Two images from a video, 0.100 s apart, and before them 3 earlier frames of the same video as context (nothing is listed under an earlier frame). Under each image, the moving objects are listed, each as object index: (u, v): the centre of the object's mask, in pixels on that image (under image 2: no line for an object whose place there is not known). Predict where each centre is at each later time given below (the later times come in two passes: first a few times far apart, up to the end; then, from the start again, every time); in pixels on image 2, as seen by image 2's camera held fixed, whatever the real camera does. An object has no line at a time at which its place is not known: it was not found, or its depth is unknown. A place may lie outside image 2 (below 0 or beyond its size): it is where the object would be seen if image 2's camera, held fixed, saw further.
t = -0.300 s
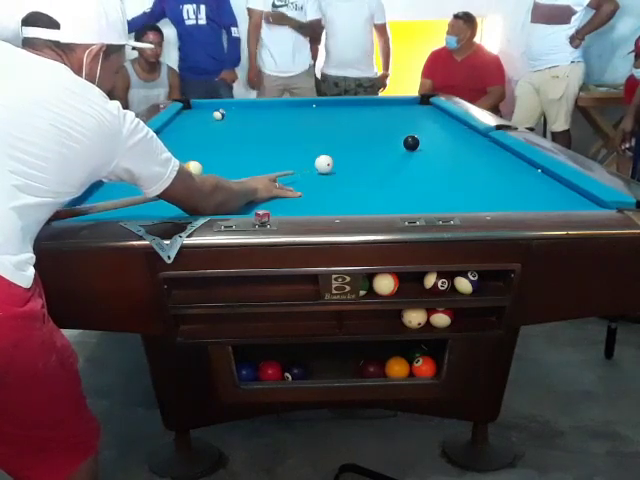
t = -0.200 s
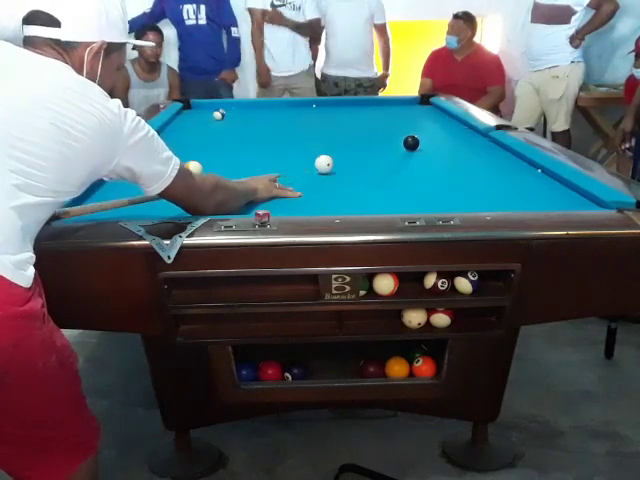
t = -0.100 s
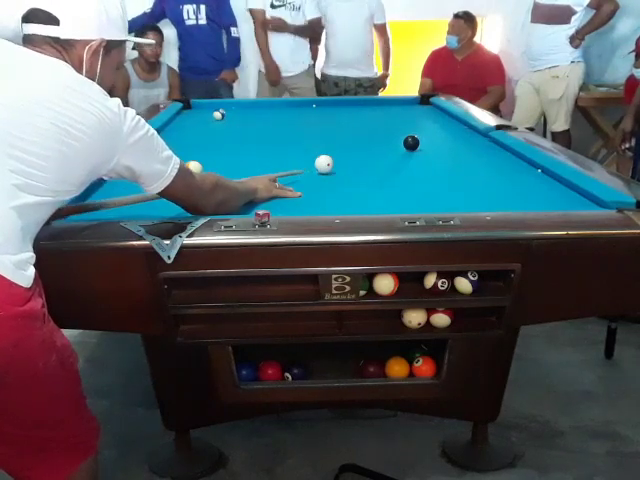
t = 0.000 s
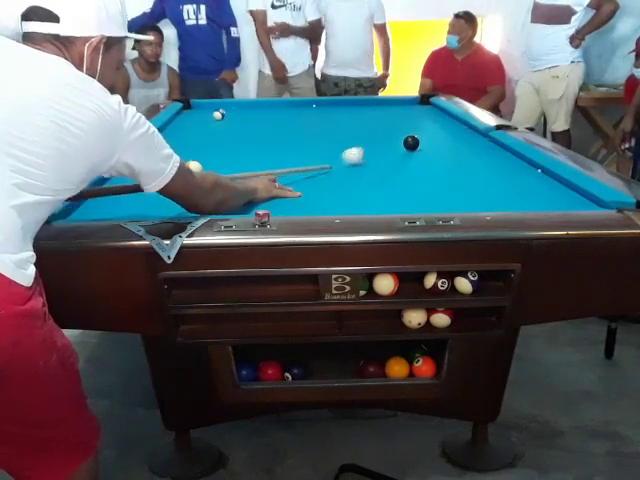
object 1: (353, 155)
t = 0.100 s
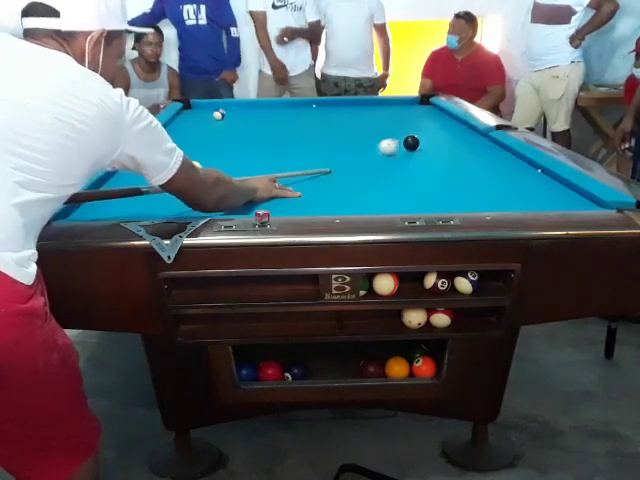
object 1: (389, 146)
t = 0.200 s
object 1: (394, 143)
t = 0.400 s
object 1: (381, 141)
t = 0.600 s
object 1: (369, 140)
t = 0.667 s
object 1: (365, 139)
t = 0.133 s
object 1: (397, 144)
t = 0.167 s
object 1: (396, 143)
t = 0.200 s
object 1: (394, 143)
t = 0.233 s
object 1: (392, 142)
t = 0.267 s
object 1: (389, 142)
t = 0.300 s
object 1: (387, 142)
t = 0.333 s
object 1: (385, 142)
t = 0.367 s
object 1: (383, 141)
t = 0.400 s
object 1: (381, 141)
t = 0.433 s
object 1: (379, 141)
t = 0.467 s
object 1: (377, 141)
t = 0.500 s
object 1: (375, 140)
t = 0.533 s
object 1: (372, 140)
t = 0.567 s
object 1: (371, 140)
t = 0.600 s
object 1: (369, 140)
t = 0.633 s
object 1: (367, 140)
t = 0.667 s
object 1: (365, 139)
